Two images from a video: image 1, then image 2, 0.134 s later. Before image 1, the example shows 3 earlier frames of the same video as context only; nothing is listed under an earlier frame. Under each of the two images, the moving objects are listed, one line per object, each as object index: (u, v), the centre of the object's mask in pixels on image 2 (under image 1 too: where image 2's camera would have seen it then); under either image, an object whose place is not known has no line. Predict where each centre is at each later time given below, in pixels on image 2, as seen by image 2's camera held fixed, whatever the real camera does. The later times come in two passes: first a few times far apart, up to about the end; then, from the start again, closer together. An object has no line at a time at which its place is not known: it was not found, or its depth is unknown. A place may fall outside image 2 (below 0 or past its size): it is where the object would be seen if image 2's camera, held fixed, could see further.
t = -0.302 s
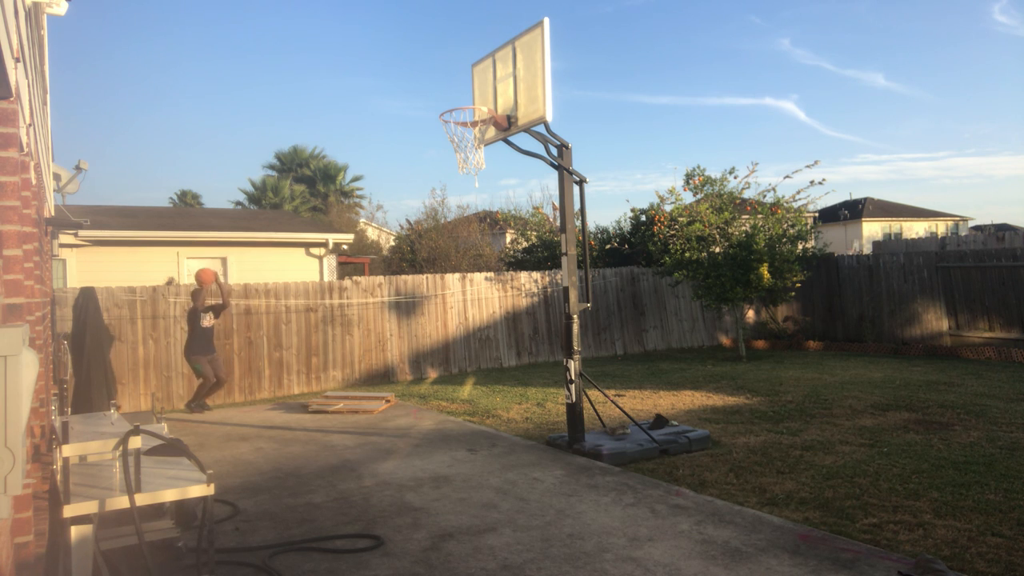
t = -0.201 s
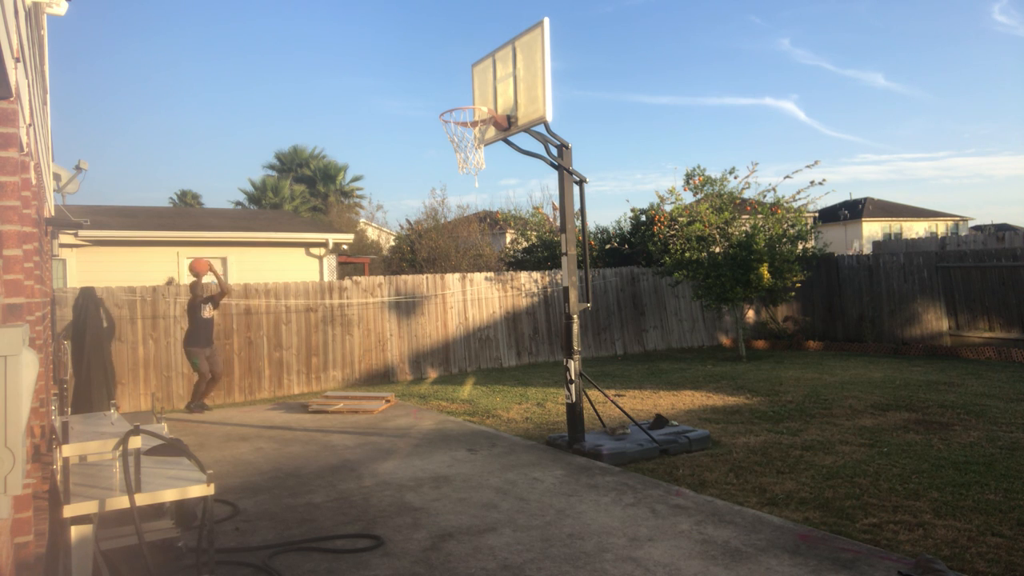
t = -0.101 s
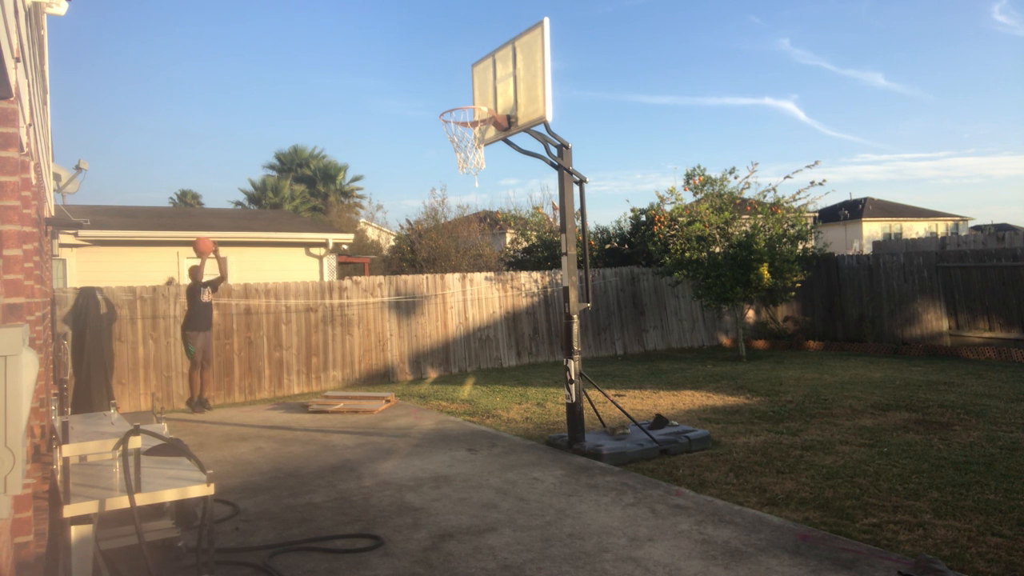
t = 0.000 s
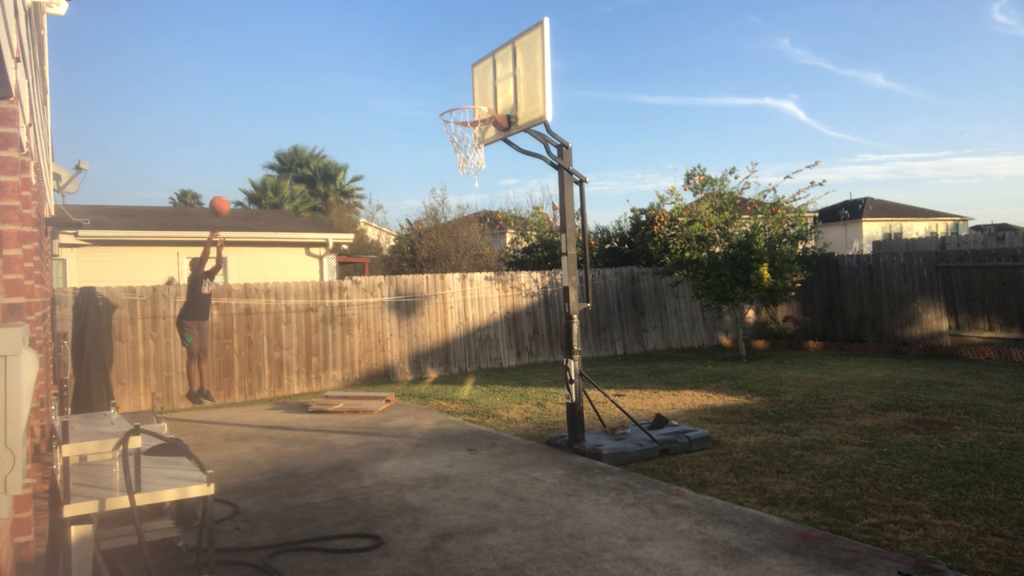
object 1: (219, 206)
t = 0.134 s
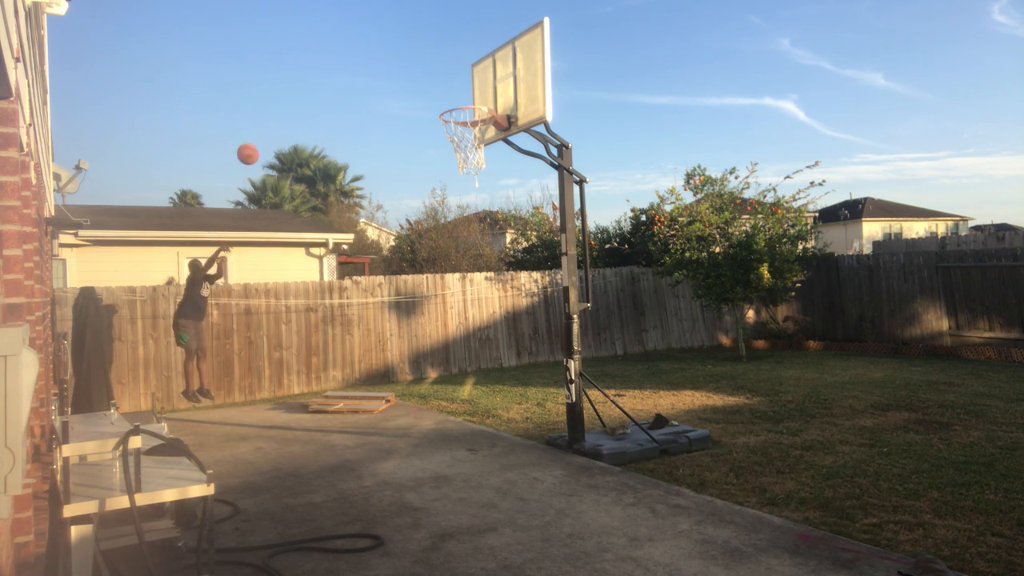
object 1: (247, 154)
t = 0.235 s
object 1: (271, 122)
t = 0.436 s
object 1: (325, 81)
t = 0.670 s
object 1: (400, 76)
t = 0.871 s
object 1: (479, 121)
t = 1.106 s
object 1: (474, 208)
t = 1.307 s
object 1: (467, 330)
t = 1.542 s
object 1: (450, 418)
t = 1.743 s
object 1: (413, 303)
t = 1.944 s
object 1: (381, 242)
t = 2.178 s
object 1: (342, 239)
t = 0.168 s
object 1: (255, 143)
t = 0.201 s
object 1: (263, 132)
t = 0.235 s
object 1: (271, 122)
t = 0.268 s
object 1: (279, 113)
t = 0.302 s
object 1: (288, 105)
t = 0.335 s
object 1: (297, 98)
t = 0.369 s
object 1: (306, 91)
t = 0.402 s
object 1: (315, 85)
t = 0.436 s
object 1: (325, 81)
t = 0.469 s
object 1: (335, 77)
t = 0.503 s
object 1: (345, 74)
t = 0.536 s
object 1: (355, 72)
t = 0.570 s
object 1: (366, 72)
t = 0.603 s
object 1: (377, 72)
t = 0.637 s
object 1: (389, 73)
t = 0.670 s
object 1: (400, 76)
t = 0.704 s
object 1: (413, 80)
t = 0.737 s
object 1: (425, 85)
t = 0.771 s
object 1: (438, 91)
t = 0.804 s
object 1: (451, 99)
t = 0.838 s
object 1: (465, 109)
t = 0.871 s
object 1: (479, 121)
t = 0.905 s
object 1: (484, 130)
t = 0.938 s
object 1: (483, 142)
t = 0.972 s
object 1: (482, 155)
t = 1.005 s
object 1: (479, 165)
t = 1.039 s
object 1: (477, 178)
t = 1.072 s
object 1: (476, 193)
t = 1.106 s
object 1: (474, 208)
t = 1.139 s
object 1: (473, 225)
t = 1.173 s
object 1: (472, 243)
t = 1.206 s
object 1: (470, 263)
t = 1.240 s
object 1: (469, 284)
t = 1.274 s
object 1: (468, 306)
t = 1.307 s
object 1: (467, 330)
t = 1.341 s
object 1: (466, 354)
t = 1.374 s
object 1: (465, 380)
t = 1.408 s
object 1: (464, 408)
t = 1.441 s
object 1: (463, 437)
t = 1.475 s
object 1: (462, 466)
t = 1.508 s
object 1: (456, 443)
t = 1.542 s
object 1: (450, 418)
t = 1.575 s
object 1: (444, 395)
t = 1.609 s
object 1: (438, 373)
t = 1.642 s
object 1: (432, 353)
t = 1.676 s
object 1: (426, 335)
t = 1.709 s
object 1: (420, 318)
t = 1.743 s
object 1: (413, 303)
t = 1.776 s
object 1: (408, 289)
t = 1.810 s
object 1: (402, 276)
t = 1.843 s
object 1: (398, 265)
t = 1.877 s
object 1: (392, 257)
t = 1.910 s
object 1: (387, 248)
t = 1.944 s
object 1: (381, 242)
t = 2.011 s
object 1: (365, 231)
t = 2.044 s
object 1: (360, 229)
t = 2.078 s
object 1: (356, 230)
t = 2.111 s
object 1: (351, 232)
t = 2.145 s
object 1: (347, 234)
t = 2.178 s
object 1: (342, 239)
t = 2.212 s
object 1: (338, 244)
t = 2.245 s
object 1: (333, 251)
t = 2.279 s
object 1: (329, 258)
